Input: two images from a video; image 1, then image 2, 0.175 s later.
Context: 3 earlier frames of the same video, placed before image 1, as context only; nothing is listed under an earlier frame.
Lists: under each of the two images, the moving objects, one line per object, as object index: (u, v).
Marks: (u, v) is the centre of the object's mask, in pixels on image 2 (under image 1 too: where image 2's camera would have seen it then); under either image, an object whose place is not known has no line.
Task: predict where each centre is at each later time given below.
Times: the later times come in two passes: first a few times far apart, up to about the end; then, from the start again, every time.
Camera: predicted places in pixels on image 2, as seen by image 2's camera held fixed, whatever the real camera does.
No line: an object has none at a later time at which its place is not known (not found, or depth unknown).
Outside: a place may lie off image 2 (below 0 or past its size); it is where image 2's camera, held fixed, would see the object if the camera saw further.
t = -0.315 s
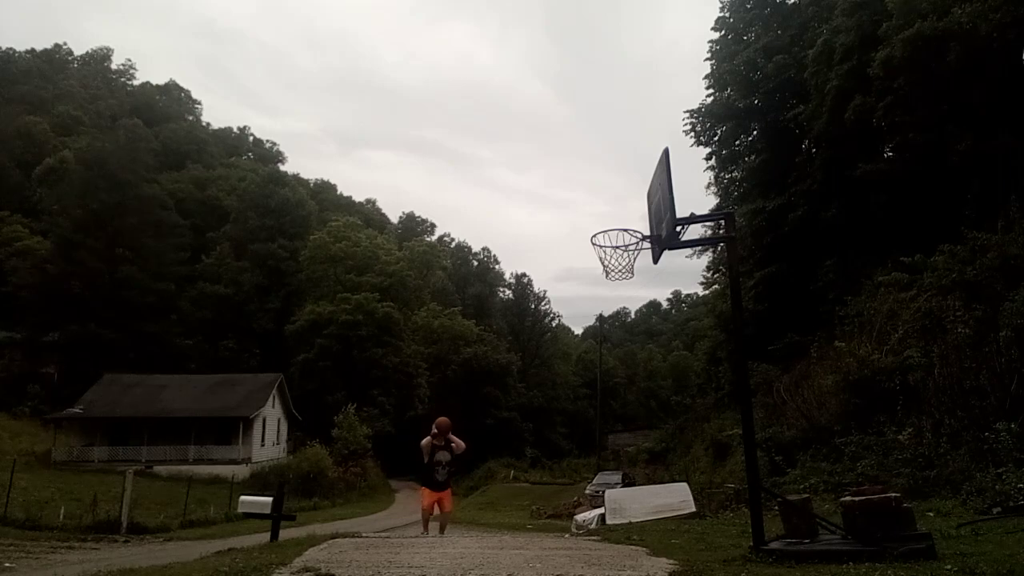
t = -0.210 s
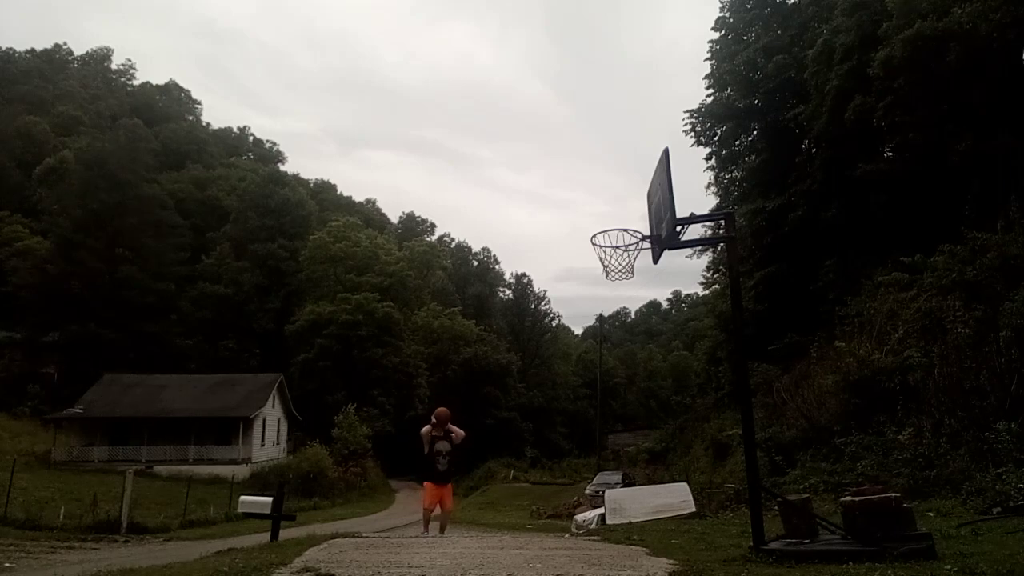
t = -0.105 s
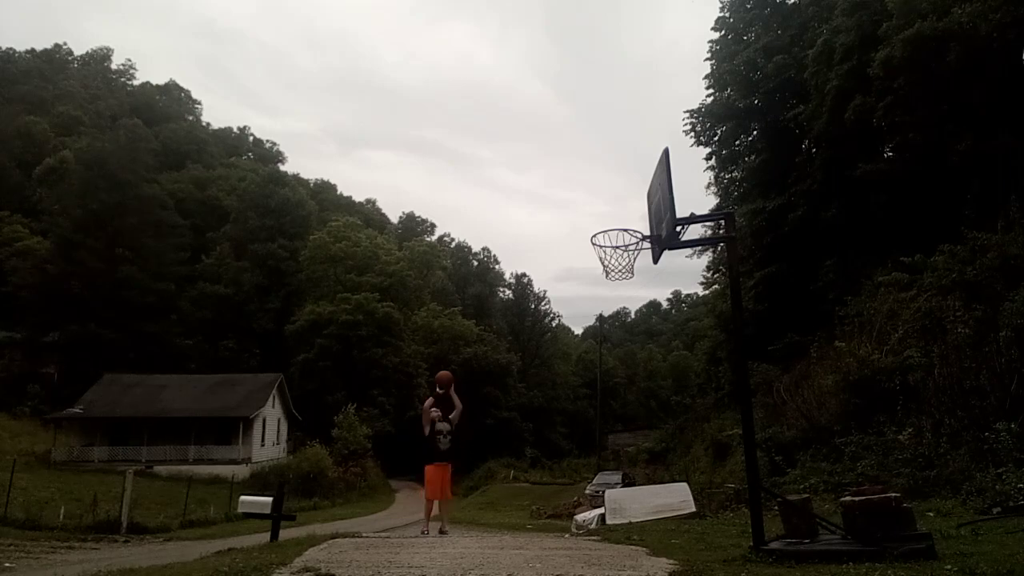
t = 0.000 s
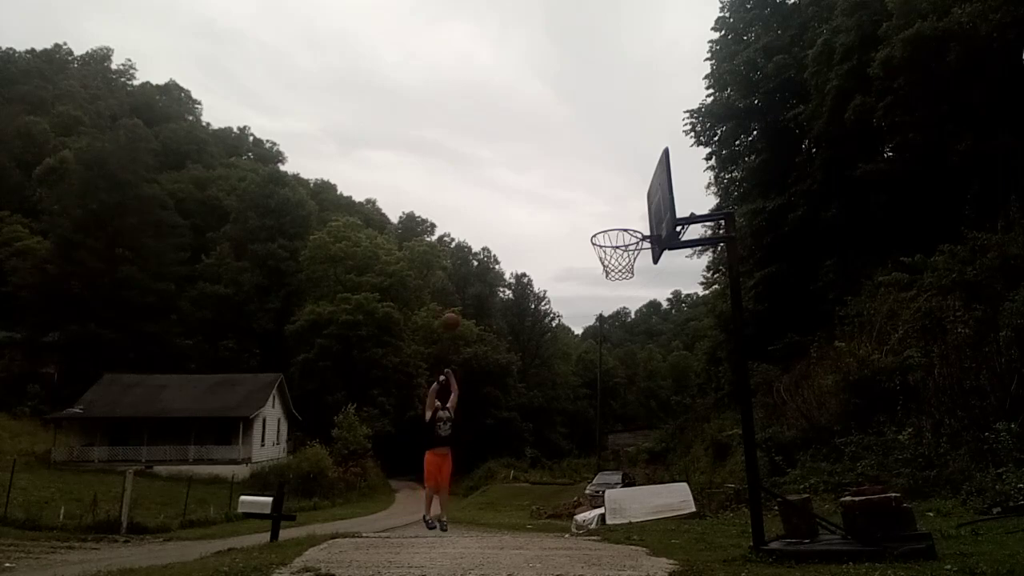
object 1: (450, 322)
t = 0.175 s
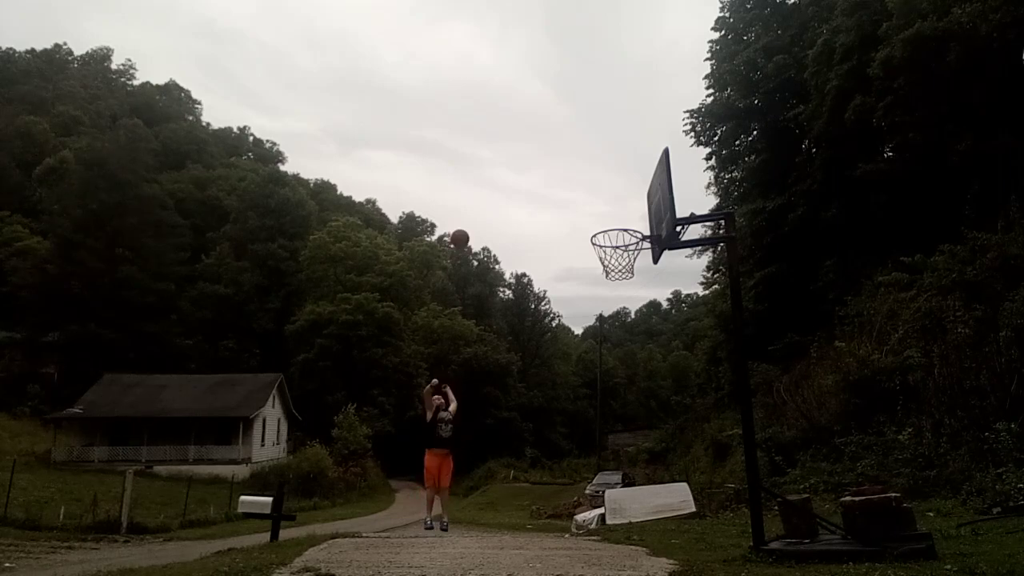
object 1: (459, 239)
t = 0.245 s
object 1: (463, 210)
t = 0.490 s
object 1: (476, 131)
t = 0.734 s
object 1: (489, 92)
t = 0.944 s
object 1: (502, 96)
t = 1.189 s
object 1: (519, 162)
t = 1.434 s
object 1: (542, 317)
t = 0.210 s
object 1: (461, 224)
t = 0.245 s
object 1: (463, 210)
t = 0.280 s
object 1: (465, 196)
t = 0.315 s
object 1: (467, 184)
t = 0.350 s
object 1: (469, 172)
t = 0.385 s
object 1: (471, 161)
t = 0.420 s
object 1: (472, 150)
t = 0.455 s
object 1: (475, 140)
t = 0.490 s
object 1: (476, 131)
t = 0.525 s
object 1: (478, 123)
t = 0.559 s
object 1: (479, 115)
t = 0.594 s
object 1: (481, 109)
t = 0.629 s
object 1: (483, 103)
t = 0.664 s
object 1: (485, 98)
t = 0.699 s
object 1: (487, 95)
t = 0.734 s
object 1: (489, 92)
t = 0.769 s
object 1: (491, 90)
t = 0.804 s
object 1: (493, 89)
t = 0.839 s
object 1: (495, 89)
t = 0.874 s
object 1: (497, 90)
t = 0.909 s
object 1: (500, 93)
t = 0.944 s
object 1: (502, 96)
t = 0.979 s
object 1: (504, 101)
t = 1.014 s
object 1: (506, 107)
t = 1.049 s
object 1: (508, 115)
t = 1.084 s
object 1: (511, 124)
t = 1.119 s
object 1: (514, 135)
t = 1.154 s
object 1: (516, 147)
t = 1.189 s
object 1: (519, 162)
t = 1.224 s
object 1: (522, 177)
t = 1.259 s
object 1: (525, 195)
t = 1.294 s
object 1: (528, 214)
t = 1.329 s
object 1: (532, 236)
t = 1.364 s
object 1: (535, 260)
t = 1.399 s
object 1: (539, 287)
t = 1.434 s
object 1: (542, 317)
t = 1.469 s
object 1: (546, 350)
